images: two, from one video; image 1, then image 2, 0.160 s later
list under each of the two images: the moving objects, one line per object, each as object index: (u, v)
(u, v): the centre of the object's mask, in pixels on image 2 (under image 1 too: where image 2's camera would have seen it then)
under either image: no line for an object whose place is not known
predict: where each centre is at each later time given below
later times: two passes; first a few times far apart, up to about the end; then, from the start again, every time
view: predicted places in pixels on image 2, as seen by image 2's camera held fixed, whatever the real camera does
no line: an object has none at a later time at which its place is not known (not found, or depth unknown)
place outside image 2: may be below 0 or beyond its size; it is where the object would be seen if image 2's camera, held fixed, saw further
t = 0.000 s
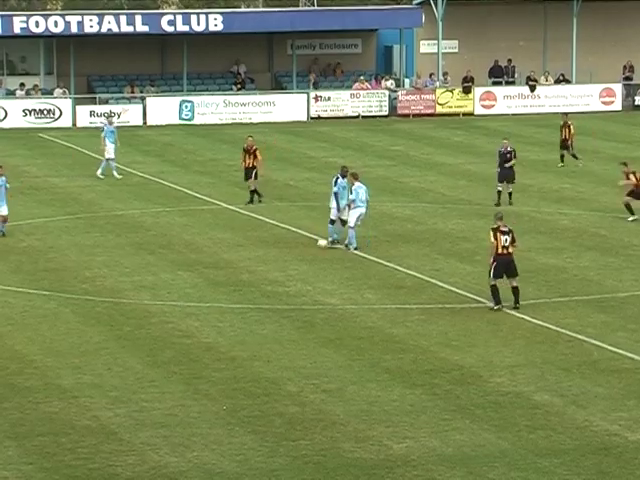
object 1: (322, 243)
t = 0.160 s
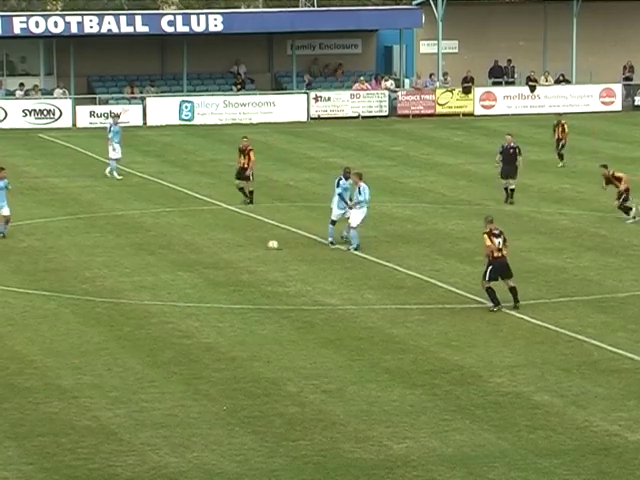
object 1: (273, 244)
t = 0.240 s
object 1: (252, 244)
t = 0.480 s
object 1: (196, 246)
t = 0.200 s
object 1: (262, 244)
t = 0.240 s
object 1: (252, 244)
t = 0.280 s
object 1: (241, 244)
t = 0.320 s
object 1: (231, 245)
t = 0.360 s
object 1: (223, 245)
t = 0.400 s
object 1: (214, 245)
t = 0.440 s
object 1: (205, 246)
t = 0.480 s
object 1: (196, 246)
